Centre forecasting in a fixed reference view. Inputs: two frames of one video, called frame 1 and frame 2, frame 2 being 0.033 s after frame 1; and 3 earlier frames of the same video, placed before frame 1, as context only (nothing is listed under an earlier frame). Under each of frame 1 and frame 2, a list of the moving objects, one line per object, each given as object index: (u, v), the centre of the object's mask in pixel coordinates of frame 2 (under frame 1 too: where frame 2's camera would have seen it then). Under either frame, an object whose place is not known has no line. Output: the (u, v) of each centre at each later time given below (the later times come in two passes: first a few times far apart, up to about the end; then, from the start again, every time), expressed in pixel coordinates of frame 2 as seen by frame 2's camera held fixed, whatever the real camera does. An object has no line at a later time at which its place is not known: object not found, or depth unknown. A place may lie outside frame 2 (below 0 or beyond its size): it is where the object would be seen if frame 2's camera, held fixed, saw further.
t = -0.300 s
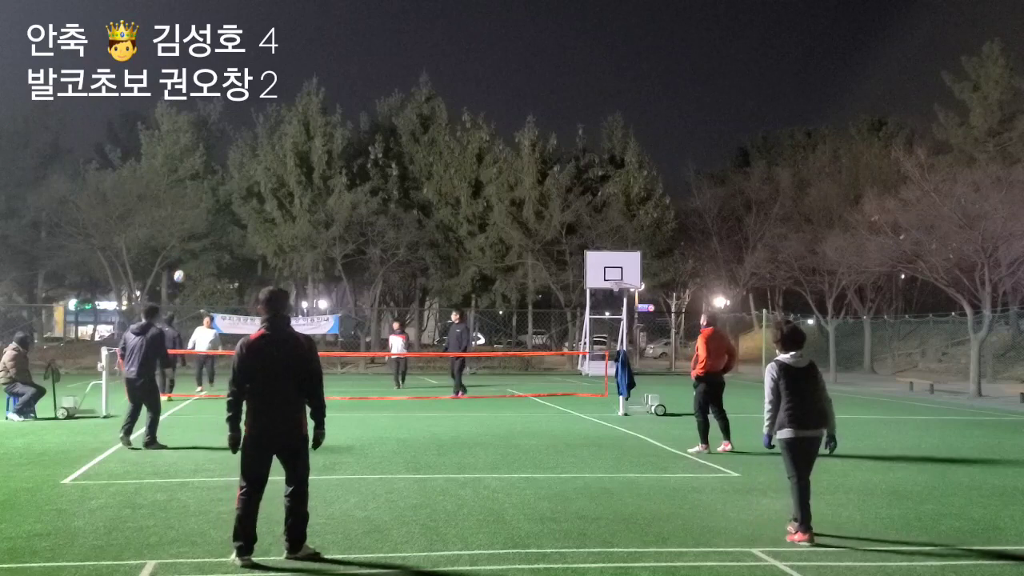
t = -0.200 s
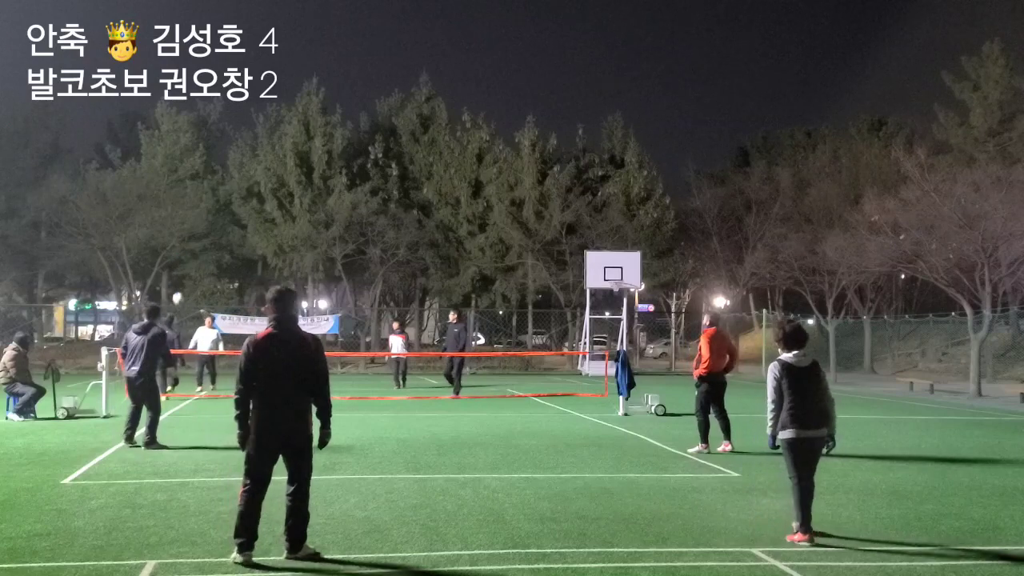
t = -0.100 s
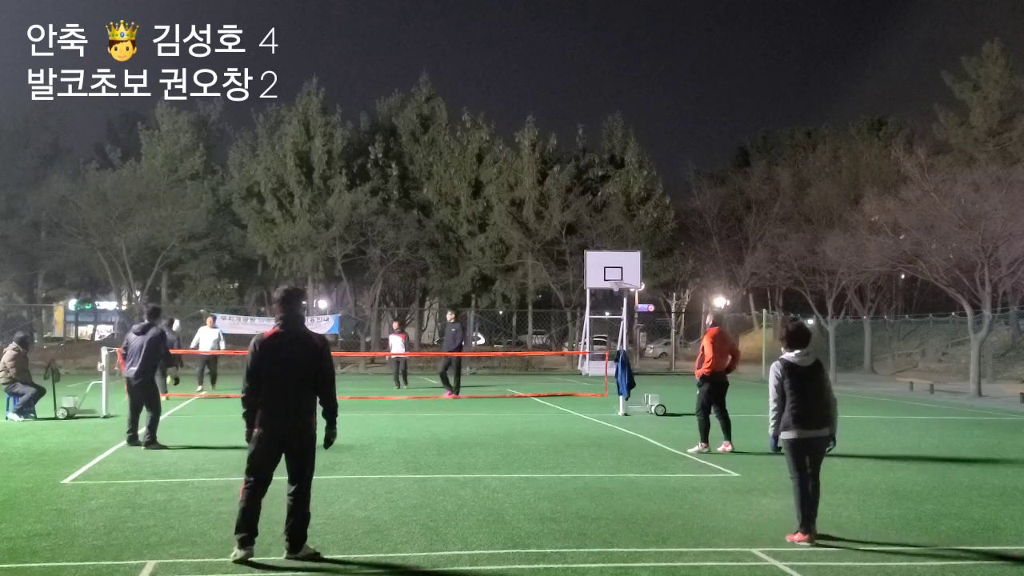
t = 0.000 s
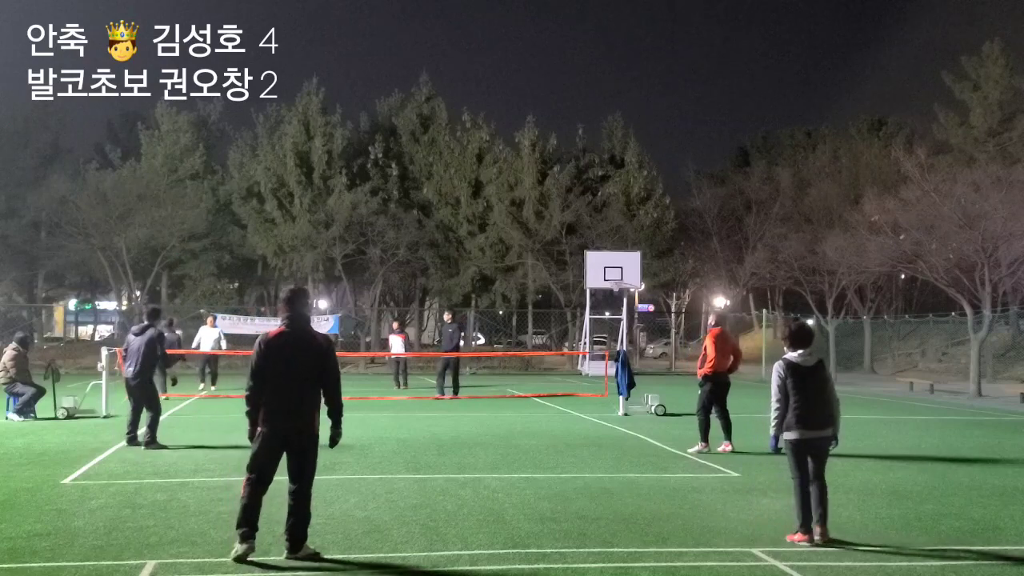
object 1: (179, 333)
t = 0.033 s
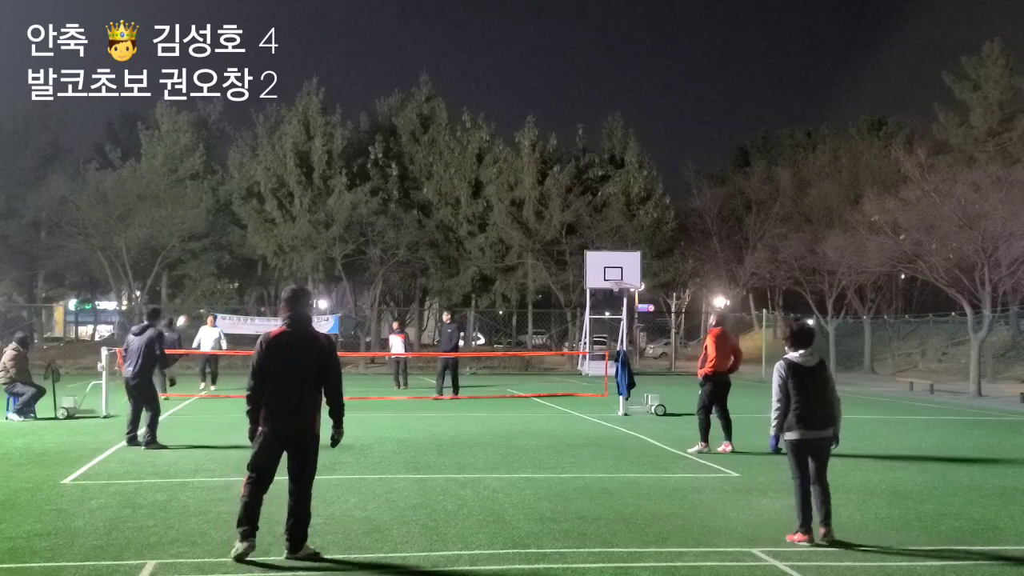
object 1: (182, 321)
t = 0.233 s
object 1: (208, 243)
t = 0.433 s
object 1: (231, 185)
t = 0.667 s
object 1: (258, 145)
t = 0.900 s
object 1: (284, 132)
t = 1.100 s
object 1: (306, 145)
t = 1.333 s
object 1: (330, 186)
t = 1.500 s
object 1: (347, 234)
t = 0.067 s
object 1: (186, 306)
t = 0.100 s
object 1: (191, 293)
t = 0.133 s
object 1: (195, 280)
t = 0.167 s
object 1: (199, 267)
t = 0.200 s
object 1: (204, 255)
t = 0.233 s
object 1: (208, 243)
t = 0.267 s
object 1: (212, 233)
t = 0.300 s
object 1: (216, 222)
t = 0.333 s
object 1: (220, 212)
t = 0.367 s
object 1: (224, 203)
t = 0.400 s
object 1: (227, 194)
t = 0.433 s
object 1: (231, 185)
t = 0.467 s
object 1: (235, 178)
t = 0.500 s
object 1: (239, 171)
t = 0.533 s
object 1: (243, 165)
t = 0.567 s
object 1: (246, 158)
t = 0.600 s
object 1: (250, 153)
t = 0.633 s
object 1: (254, 149)
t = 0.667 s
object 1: (258, 145)
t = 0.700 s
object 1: (262, 141)
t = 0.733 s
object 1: (265, 138)
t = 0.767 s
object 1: (269, 136)
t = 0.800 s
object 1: (273, 134)
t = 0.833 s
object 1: (276, 133)
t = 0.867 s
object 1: (281, 132)
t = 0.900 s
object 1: (284, 132)
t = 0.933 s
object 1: (288, 133)
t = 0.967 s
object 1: (291, 134)
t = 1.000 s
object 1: (295, 136)
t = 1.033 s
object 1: (299, 138)
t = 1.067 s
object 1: (302, 141)
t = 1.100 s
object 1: (306, 145)
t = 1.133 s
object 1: (309, 148)
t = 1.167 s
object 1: (312, 153)
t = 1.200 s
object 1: (316, 159)
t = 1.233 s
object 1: (320, 165)
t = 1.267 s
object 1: (324, 171)
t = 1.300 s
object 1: (327, 179)
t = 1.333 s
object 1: (330, 186)
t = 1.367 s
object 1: (333, 194)
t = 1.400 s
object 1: (336, 203)
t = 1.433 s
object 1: (340, 213)
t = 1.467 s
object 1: (343, 223)
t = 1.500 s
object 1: (347, 234)
